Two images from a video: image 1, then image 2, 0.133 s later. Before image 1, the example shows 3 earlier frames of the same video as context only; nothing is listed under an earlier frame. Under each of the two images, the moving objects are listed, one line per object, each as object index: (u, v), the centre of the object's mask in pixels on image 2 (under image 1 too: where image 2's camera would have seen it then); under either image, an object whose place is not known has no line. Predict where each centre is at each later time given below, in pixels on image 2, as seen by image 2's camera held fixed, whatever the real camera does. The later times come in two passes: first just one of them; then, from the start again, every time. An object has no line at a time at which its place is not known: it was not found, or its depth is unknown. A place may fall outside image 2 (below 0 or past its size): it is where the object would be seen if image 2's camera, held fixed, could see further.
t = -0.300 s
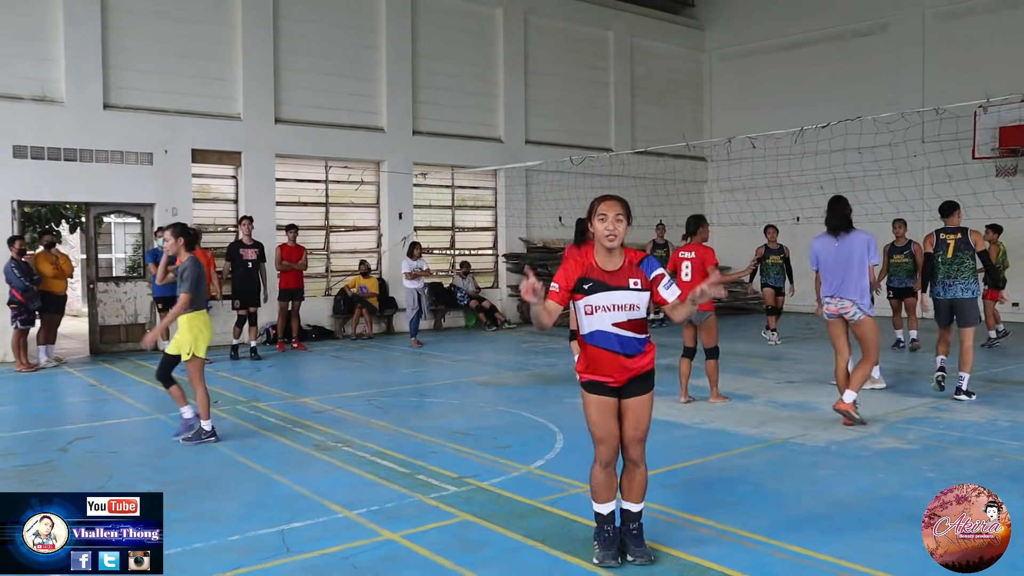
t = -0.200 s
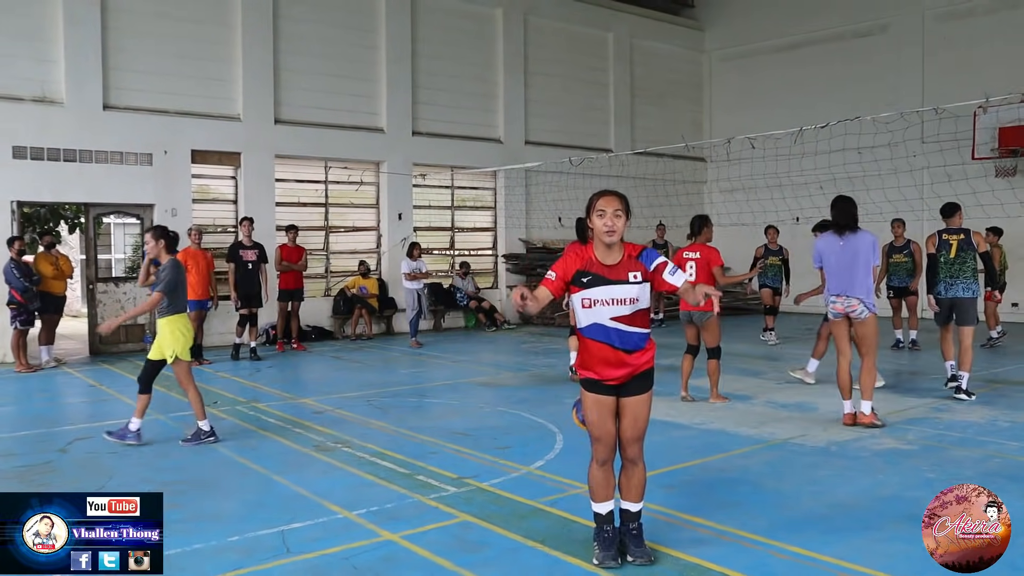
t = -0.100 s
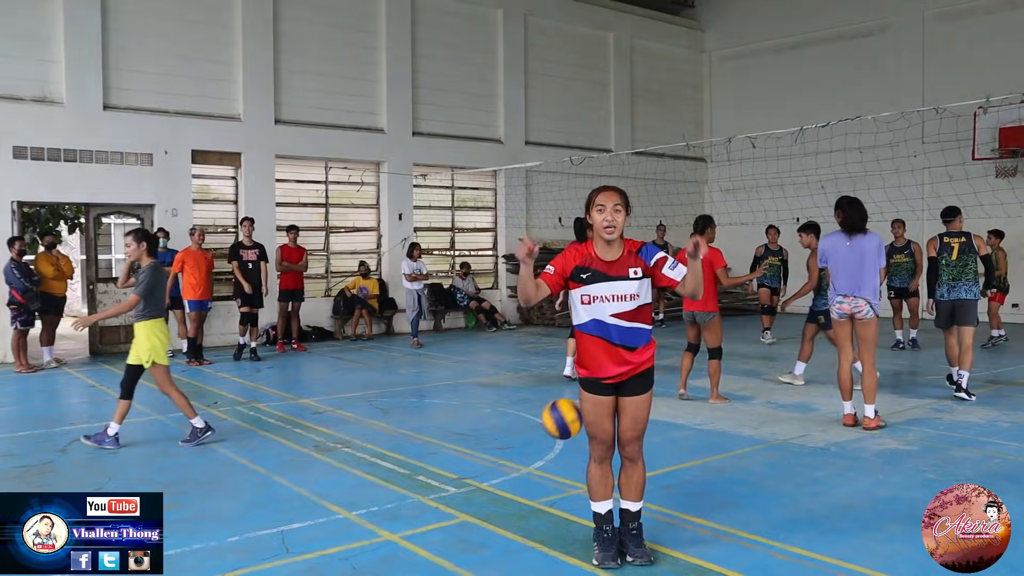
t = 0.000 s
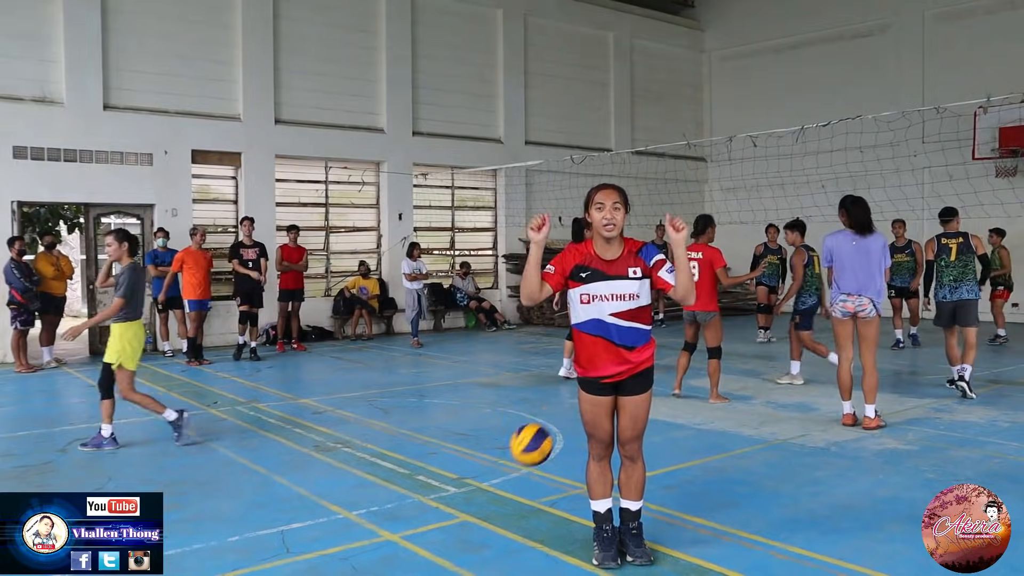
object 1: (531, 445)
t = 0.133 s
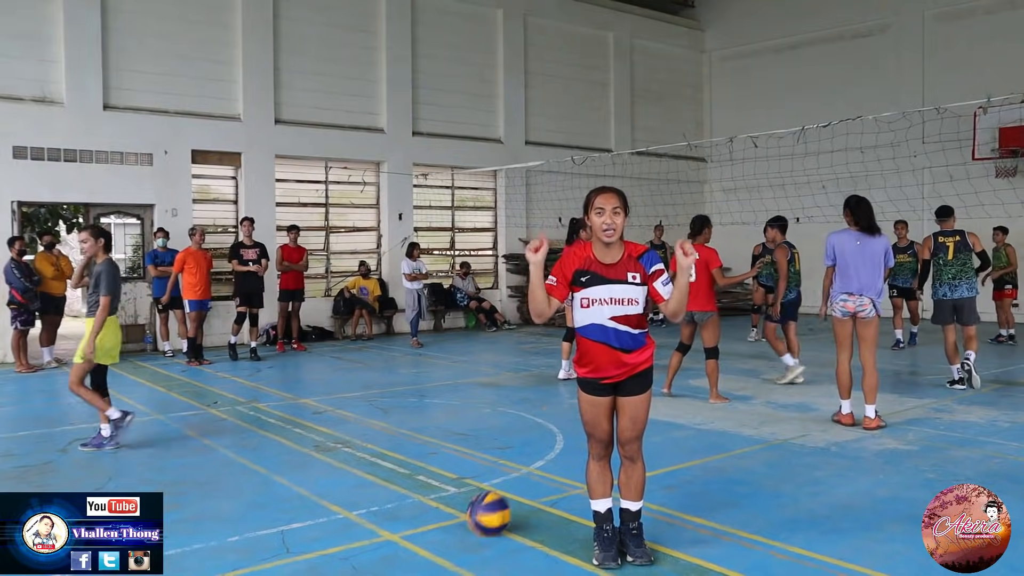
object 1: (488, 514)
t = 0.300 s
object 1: (432, 470)
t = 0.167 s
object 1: (477, 504)
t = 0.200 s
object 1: (466, 493)
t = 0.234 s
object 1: (455, 483)
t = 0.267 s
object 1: (443, 476)
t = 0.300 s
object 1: (432, 470)
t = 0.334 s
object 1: (420, 468)
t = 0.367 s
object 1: (407, 466)
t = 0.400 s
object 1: (396, 468)
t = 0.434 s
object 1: (382, 472)
